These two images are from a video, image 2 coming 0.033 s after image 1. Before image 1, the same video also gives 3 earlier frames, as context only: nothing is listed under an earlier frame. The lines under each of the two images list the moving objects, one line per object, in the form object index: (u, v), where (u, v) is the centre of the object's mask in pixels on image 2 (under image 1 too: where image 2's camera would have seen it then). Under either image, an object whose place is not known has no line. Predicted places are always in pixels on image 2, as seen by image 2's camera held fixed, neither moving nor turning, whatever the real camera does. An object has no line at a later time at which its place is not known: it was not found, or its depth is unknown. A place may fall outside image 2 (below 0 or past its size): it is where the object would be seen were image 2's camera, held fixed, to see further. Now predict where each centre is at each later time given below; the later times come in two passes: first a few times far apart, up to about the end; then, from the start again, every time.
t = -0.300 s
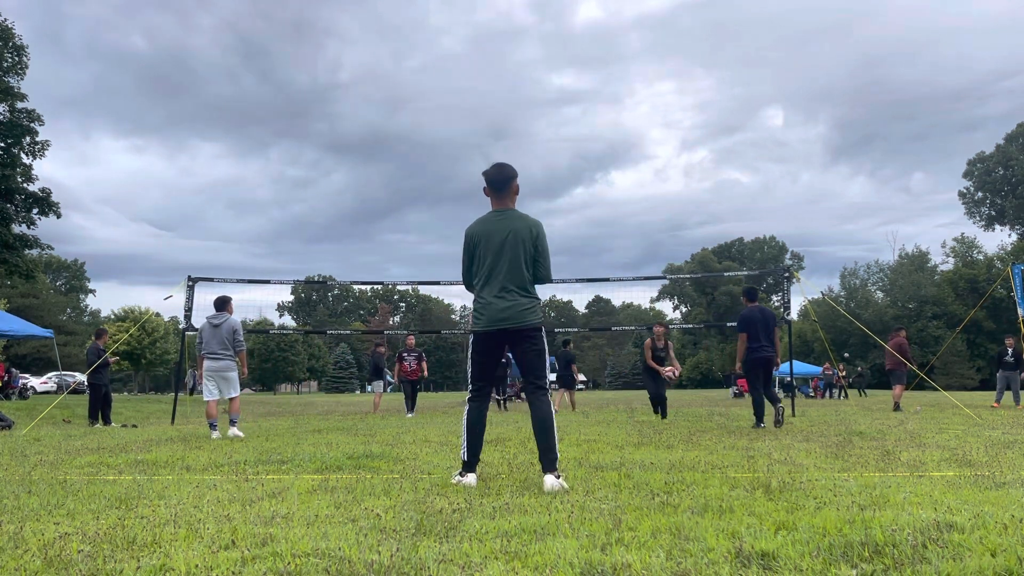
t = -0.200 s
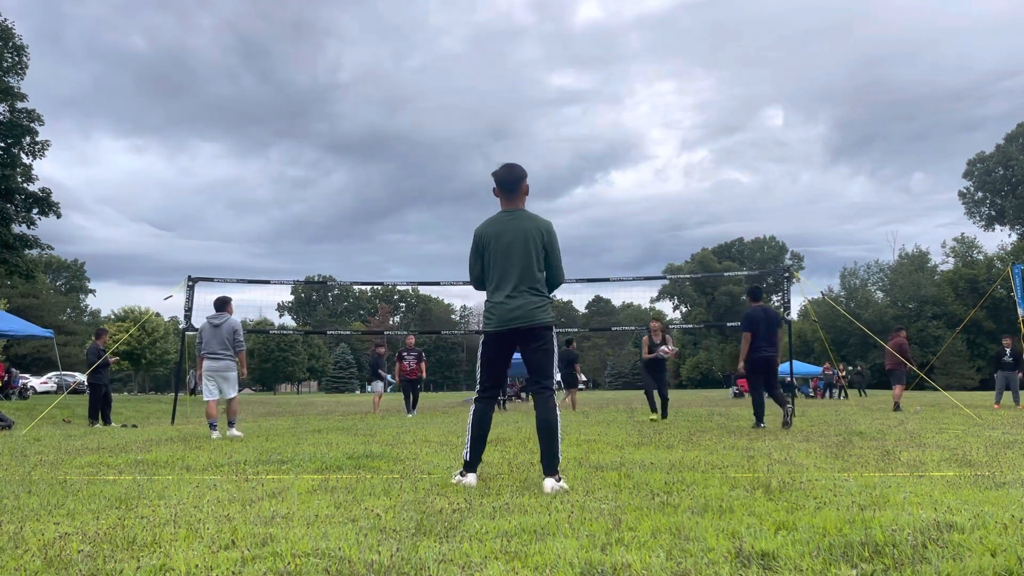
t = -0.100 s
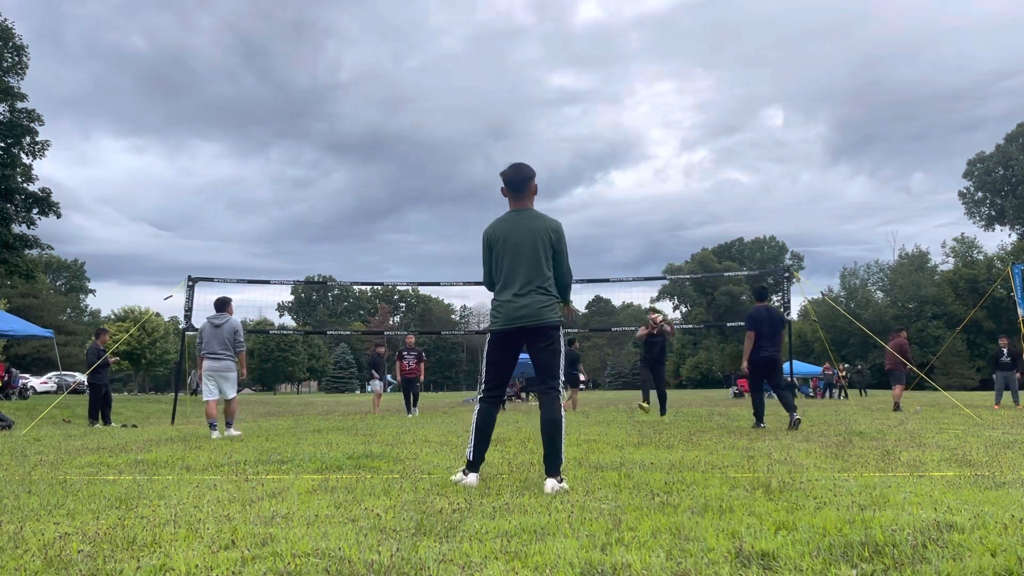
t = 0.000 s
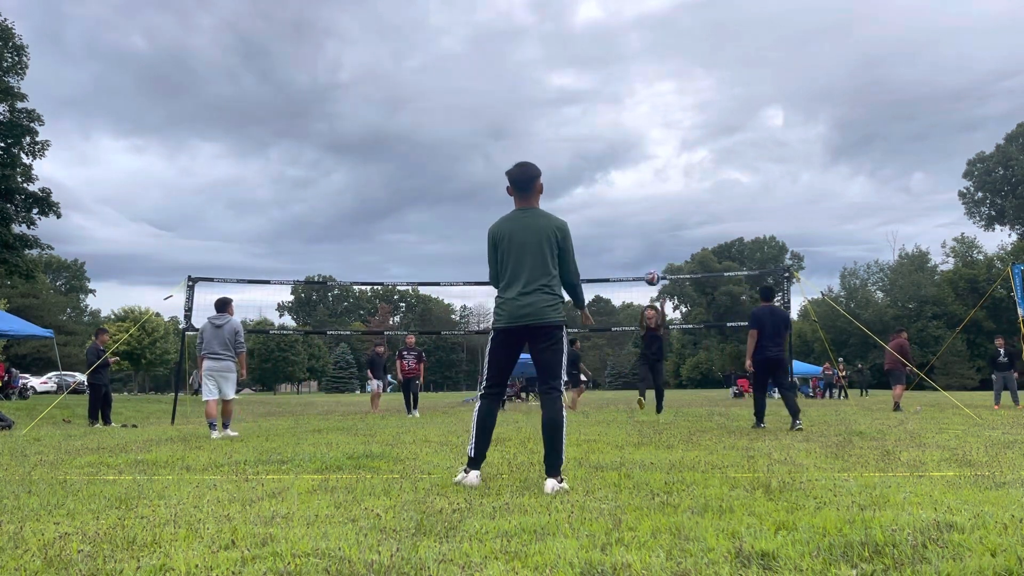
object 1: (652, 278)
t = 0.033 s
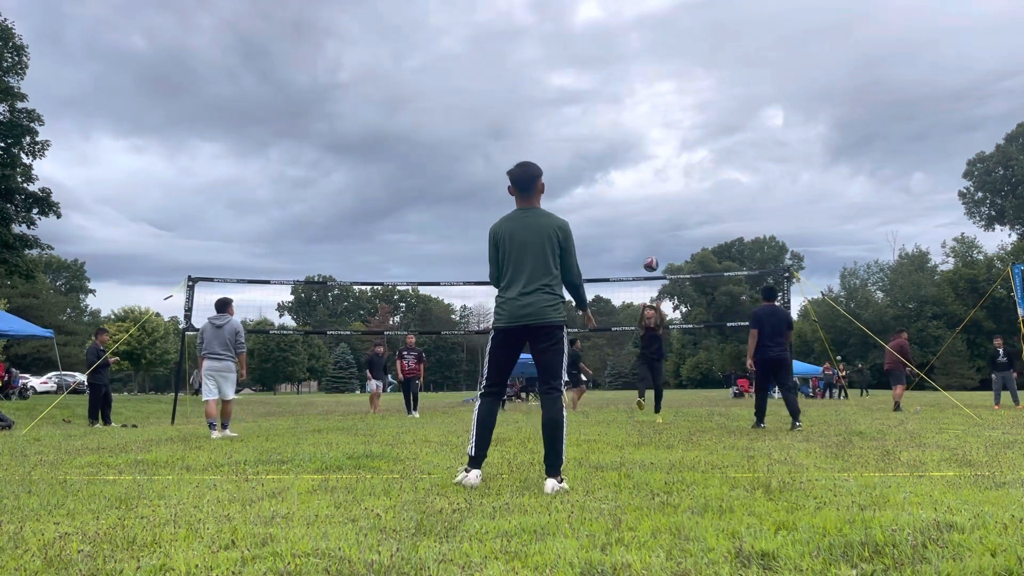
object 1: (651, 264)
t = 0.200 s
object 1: (642, 200)
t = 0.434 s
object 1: (628, 130)
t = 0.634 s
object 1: (613, 97)
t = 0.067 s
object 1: (649, 251)
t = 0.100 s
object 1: (648, 237)
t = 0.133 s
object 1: (646, 225)
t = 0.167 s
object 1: (644, 212)
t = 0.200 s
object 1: (642, 200)
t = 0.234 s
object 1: (640, 189)
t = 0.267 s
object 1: (638, 177)
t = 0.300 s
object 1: (636, 167)
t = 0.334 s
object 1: (634, 157)
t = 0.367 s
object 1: (632, 147)
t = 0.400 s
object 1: (630, 138)
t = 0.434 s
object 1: (628, 130)
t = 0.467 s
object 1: (625, 123)
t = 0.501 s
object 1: (623, 116)
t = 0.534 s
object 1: (621, 110)
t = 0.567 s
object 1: (618, 104)
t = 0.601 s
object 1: (616, 100)
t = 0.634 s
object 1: (613, 97)
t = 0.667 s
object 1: (611, 95)
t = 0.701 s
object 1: (608, 94)
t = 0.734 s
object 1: (605, 94)
